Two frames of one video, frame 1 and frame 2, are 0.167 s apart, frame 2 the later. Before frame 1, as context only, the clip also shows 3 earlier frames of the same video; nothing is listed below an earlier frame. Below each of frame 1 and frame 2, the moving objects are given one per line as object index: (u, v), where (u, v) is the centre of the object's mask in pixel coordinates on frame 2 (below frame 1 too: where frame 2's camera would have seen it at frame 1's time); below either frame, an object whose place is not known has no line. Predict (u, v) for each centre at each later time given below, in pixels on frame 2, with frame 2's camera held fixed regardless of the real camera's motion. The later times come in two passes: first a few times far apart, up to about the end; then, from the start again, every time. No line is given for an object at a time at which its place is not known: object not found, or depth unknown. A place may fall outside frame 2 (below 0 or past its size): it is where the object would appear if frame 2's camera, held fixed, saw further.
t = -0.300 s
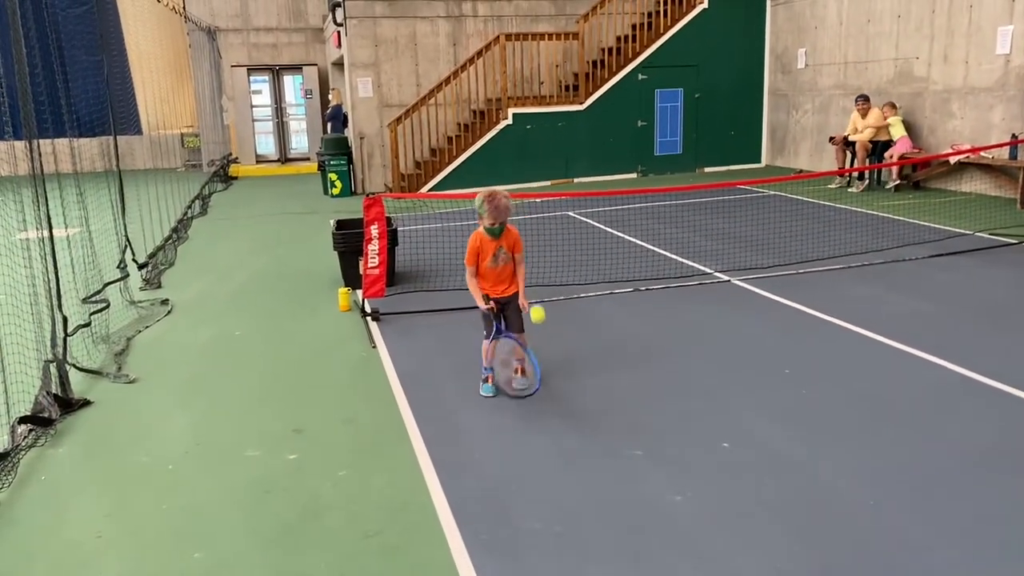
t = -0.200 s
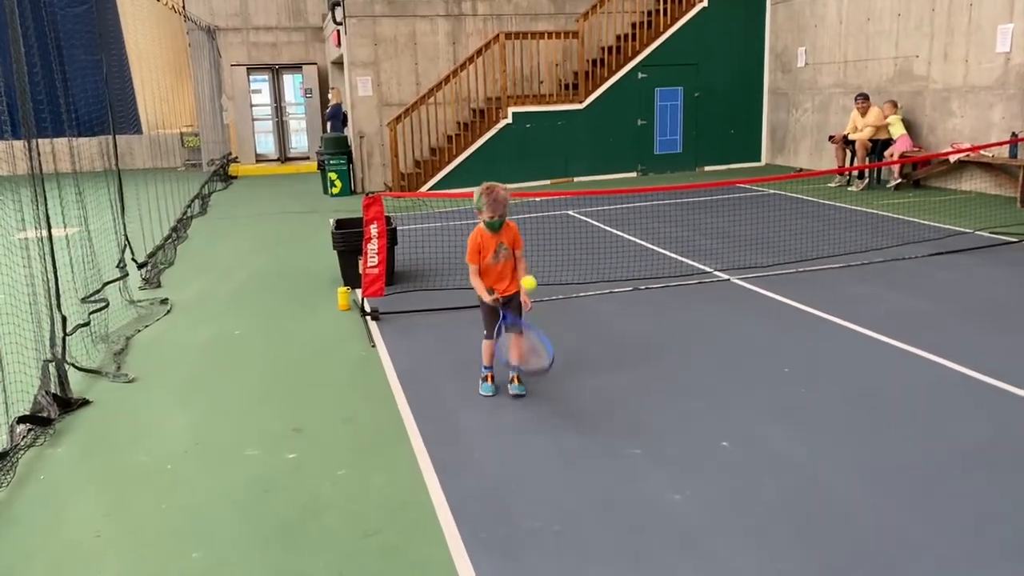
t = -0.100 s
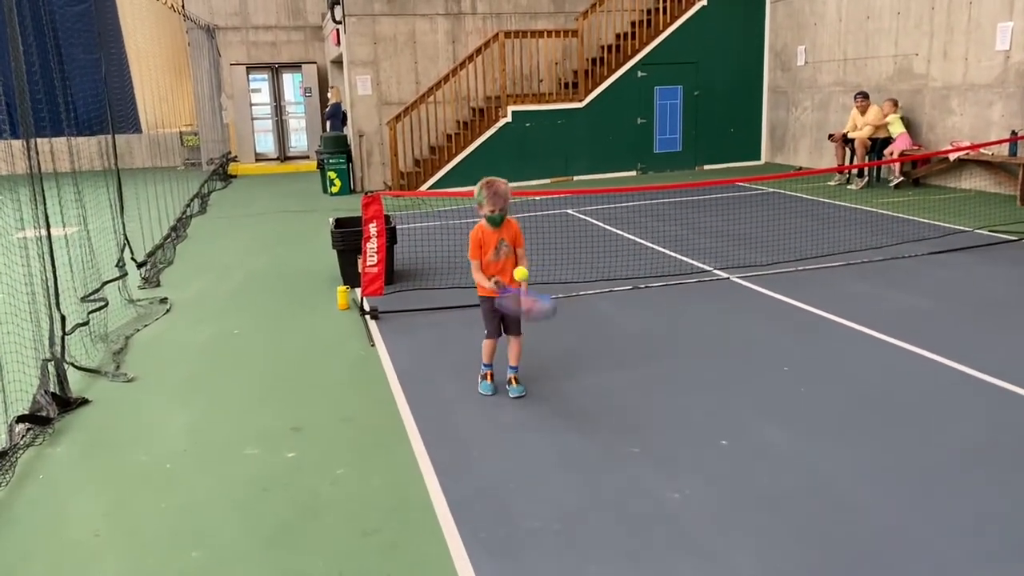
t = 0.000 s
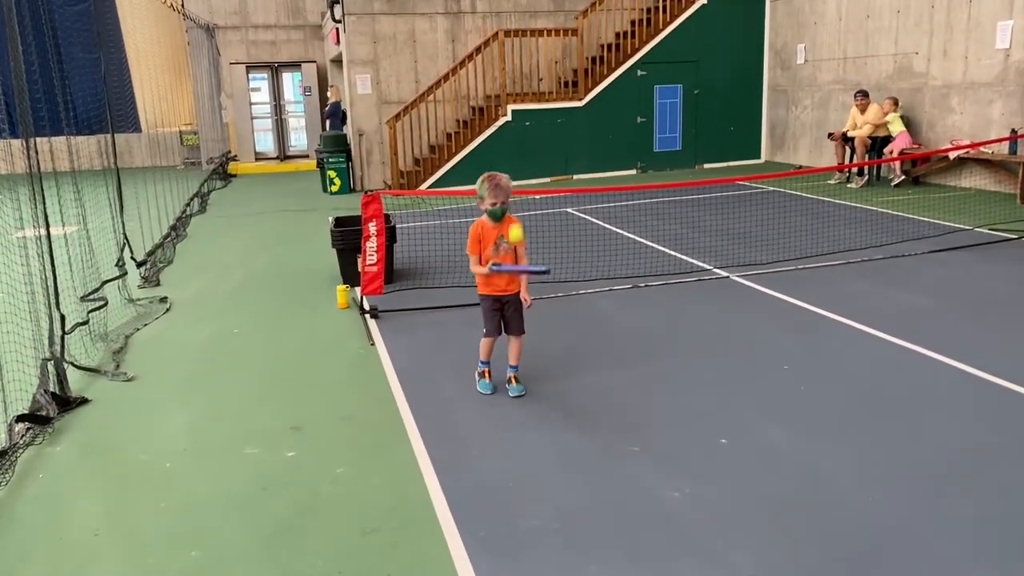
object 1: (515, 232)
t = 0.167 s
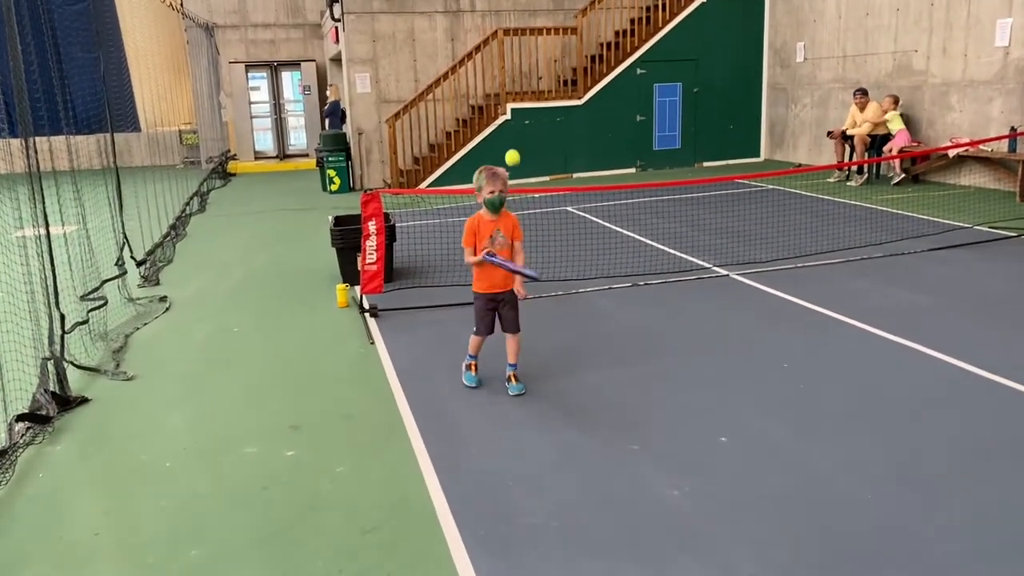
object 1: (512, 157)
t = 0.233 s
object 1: (512, 146)
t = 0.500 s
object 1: (514, 194)
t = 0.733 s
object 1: (518, 347)
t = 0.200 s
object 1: (512, 151)
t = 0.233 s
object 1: (512, 146)
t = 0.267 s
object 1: (512, 144)
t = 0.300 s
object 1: (512, 144)
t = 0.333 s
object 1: (512, 147)
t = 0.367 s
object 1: (512, 152)
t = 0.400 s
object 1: (512, 159)
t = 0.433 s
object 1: (513, 168)
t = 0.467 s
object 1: (513, 180)
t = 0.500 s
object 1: (514, 194)
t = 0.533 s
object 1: (514, 211)
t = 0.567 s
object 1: (514, 229)
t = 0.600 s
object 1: (515, 249)
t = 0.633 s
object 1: (516, 271)
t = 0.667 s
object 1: (517, 295)
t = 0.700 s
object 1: (517, 320)
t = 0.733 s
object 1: (518, 347)
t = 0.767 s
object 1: (519, 376)
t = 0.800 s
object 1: (518, 372)
